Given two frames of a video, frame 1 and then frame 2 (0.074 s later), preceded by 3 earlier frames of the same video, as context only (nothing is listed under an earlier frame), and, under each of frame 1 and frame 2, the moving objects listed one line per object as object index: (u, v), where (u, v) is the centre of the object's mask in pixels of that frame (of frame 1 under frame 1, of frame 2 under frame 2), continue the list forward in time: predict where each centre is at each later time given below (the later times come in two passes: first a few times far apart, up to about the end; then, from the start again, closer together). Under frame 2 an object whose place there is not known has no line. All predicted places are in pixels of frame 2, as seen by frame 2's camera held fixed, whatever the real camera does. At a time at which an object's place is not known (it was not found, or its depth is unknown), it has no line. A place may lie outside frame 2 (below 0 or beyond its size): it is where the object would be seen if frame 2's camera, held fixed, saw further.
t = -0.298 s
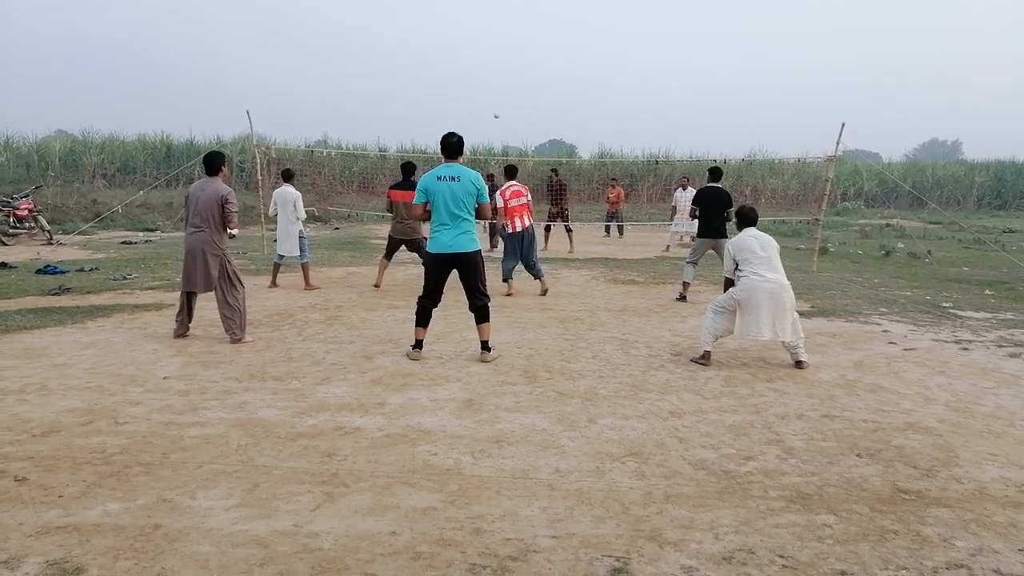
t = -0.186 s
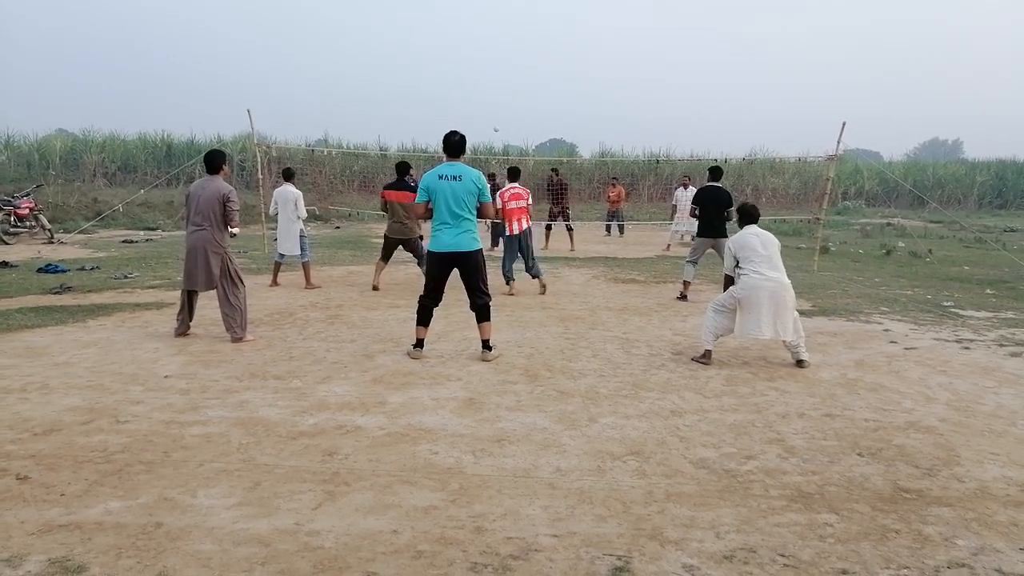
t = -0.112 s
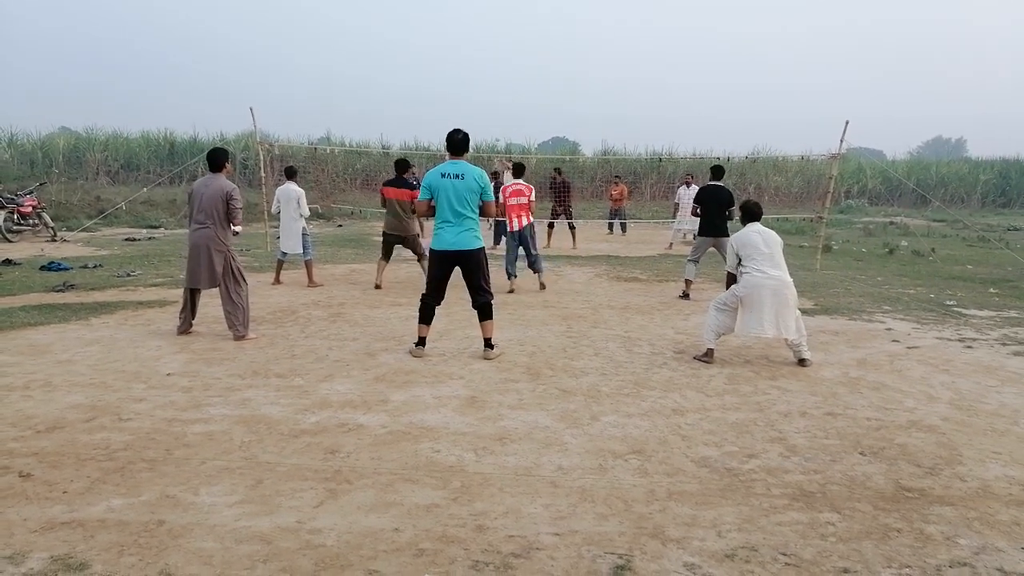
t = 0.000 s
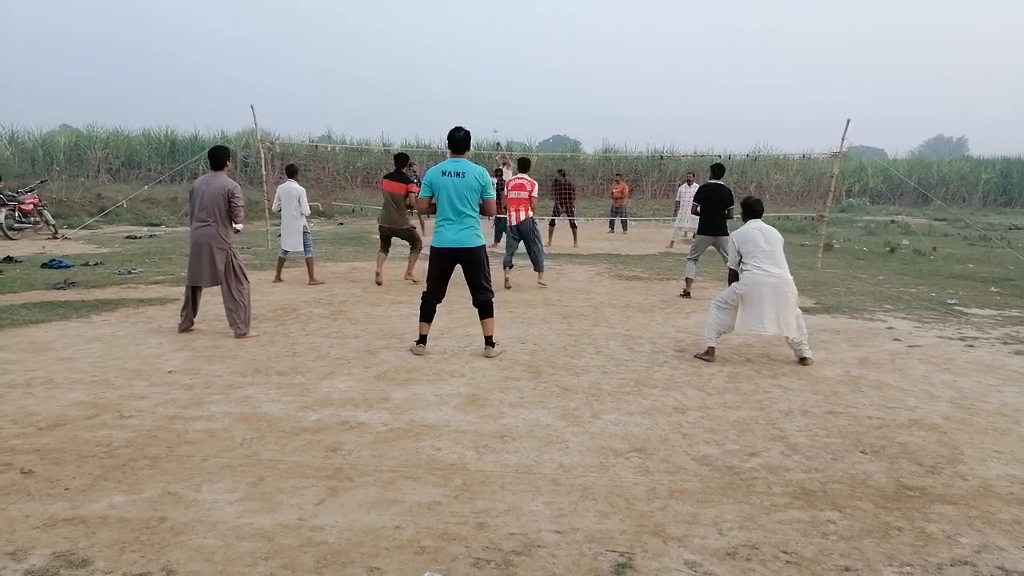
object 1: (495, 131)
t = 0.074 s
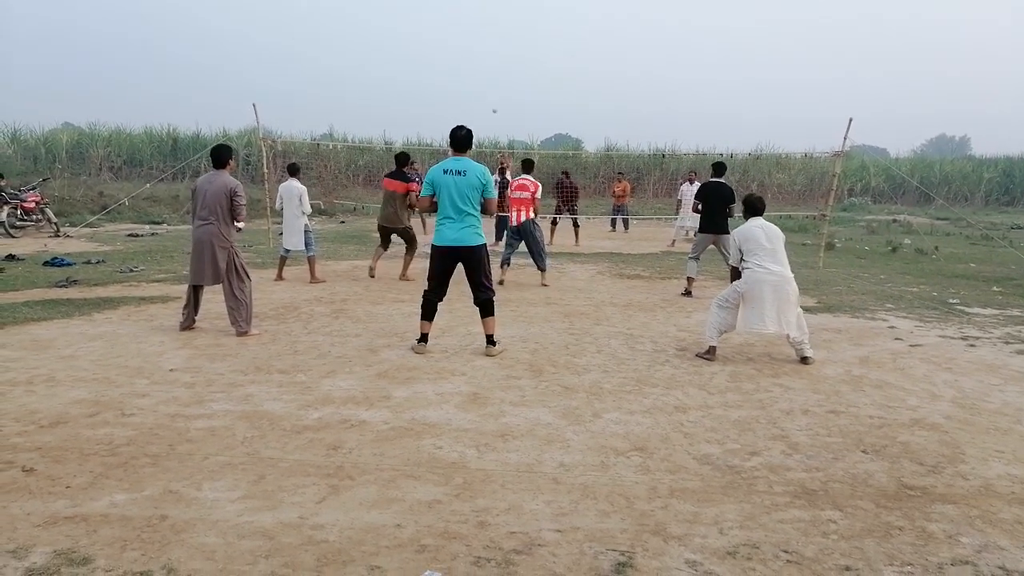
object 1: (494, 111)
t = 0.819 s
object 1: (444, 7)
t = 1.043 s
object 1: (416, 34)
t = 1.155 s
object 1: (398, 66)
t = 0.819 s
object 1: (444, 7)
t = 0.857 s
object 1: (440, 9)
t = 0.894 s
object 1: (435, 10)
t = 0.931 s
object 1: (431, 14)
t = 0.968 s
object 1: (426, 20)
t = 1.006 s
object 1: (421, 26)
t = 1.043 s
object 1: (416, 34)
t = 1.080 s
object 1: (410, 43)
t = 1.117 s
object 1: (404, 54)
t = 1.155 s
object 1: (398, 66)
